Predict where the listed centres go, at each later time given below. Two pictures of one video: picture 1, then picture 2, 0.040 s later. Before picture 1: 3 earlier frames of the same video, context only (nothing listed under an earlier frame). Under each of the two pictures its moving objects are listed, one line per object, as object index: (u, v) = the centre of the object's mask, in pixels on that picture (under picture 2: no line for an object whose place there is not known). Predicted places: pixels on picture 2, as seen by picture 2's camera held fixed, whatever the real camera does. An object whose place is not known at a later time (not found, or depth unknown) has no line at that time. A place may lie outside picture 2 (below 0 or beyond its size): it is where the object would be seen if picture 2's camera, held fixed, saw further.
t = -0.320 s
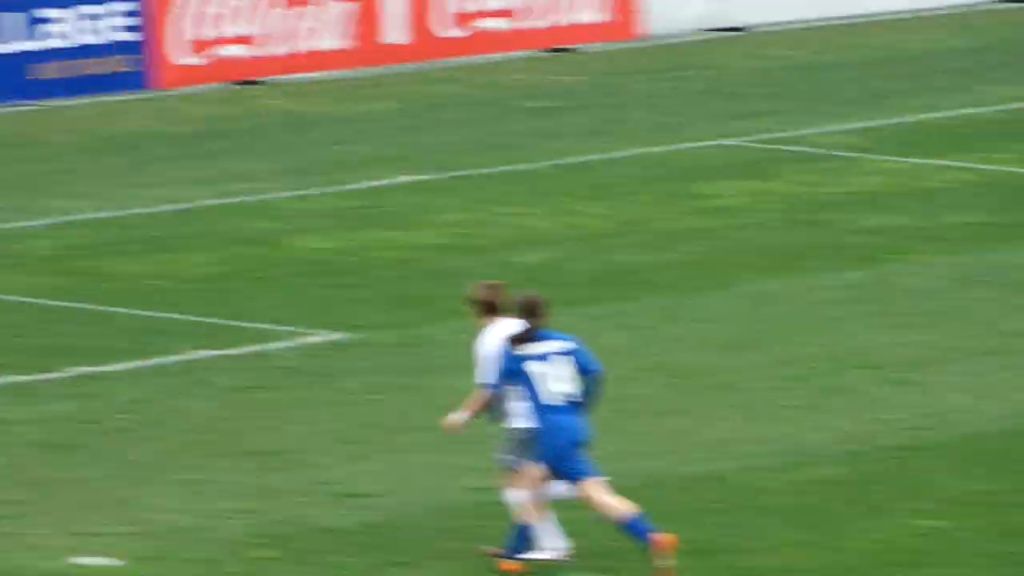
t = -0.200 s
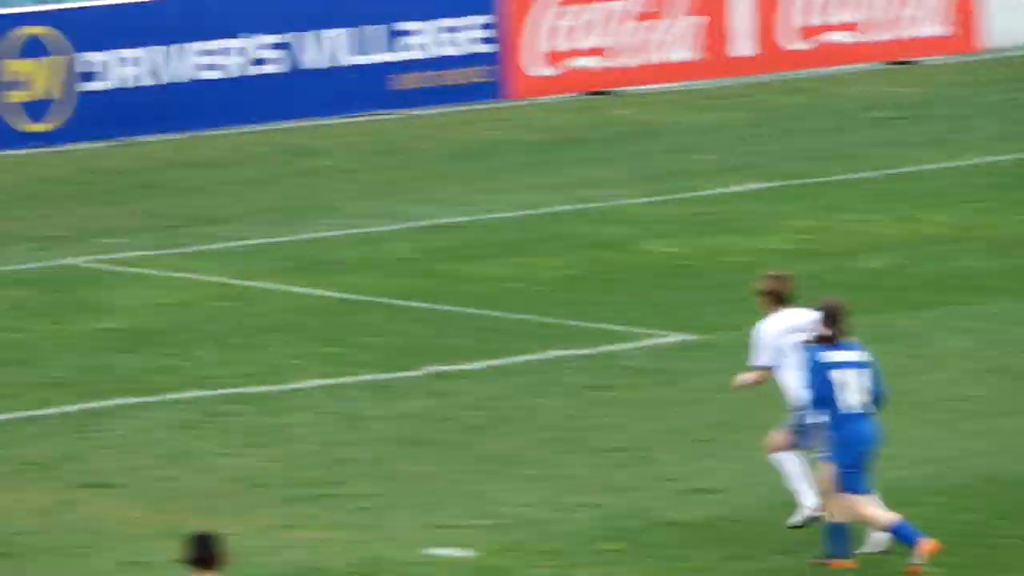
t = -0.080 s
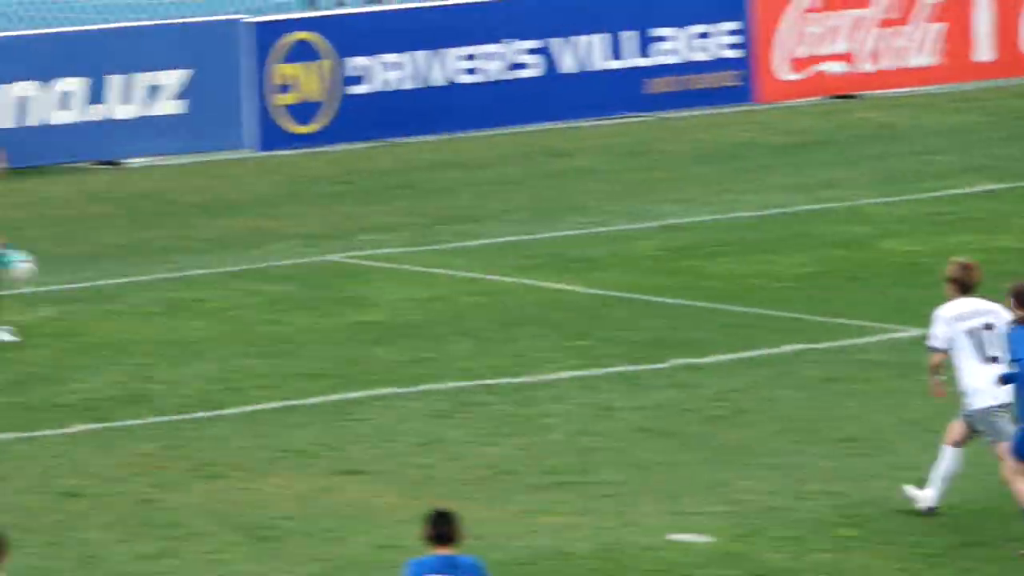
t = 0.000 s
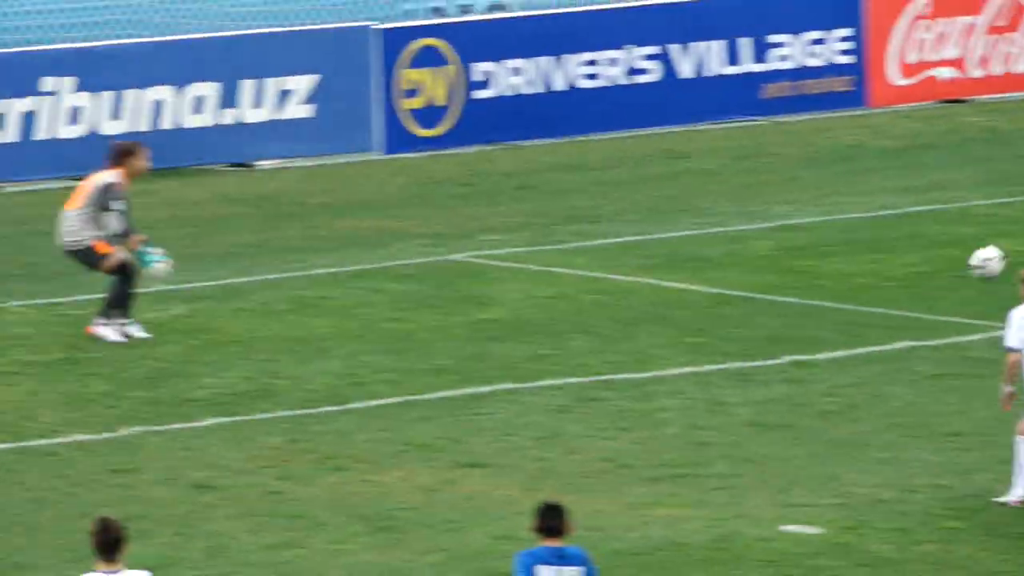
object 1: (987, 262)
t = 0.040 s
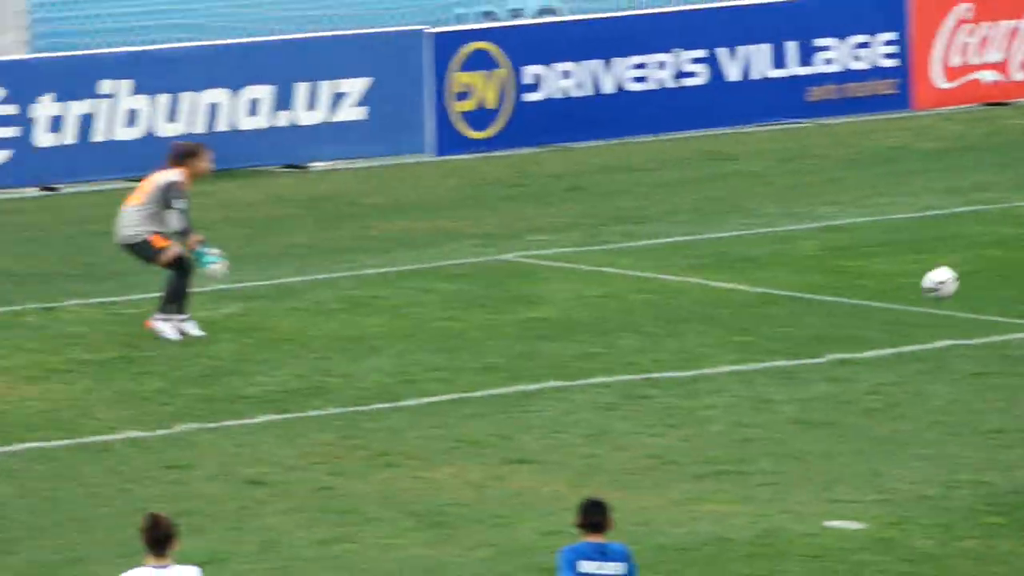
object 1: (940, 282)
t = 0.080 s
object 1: (851, 303)
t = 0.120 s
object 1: (764, 327)
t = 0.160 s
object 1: (689, 337)
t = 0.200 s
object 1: (632, 321)
